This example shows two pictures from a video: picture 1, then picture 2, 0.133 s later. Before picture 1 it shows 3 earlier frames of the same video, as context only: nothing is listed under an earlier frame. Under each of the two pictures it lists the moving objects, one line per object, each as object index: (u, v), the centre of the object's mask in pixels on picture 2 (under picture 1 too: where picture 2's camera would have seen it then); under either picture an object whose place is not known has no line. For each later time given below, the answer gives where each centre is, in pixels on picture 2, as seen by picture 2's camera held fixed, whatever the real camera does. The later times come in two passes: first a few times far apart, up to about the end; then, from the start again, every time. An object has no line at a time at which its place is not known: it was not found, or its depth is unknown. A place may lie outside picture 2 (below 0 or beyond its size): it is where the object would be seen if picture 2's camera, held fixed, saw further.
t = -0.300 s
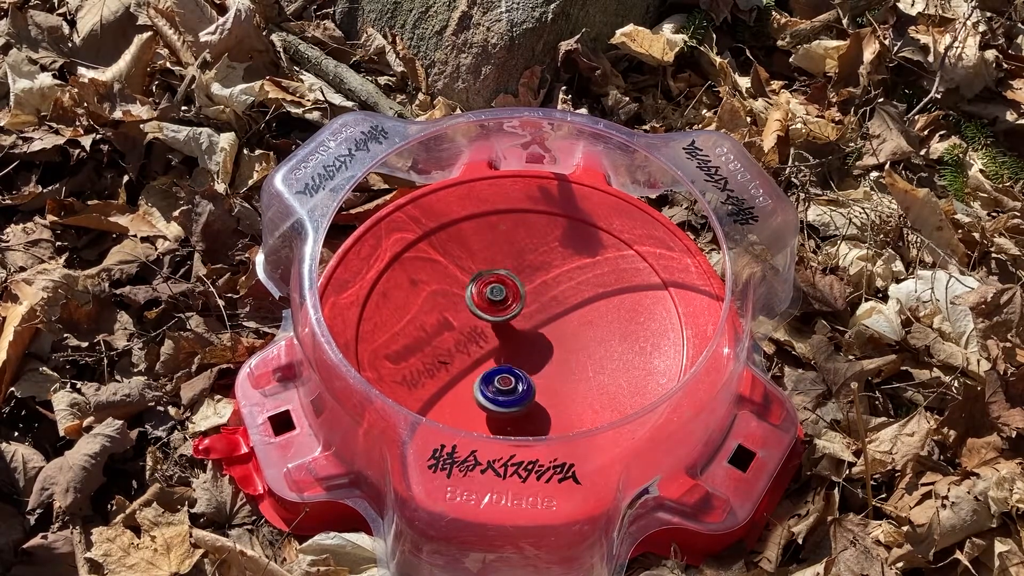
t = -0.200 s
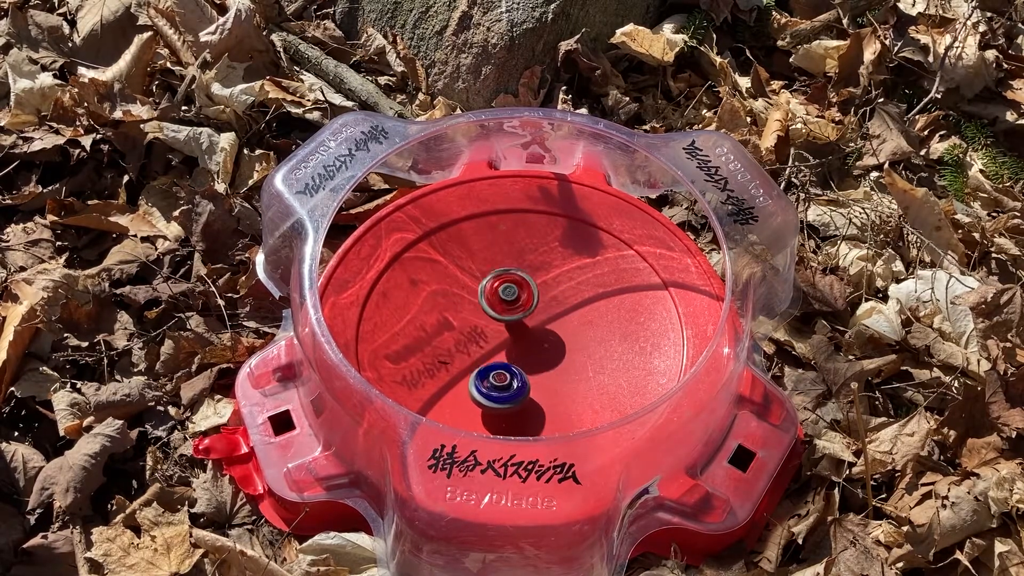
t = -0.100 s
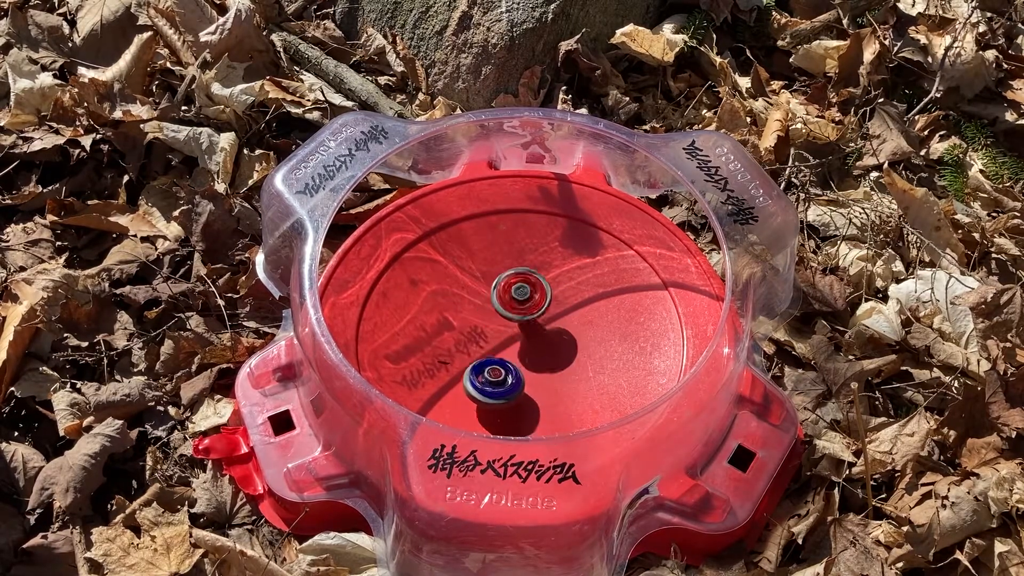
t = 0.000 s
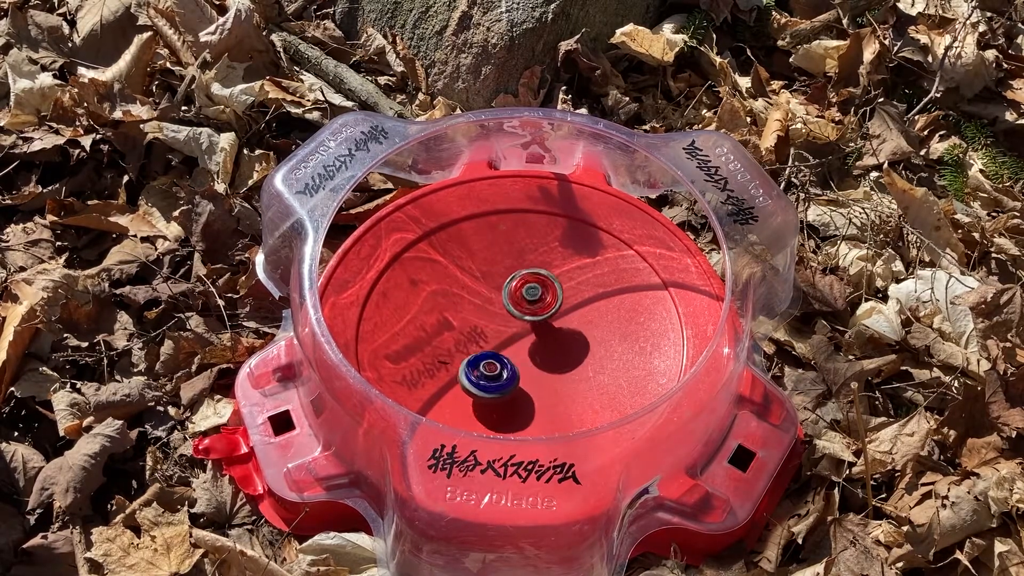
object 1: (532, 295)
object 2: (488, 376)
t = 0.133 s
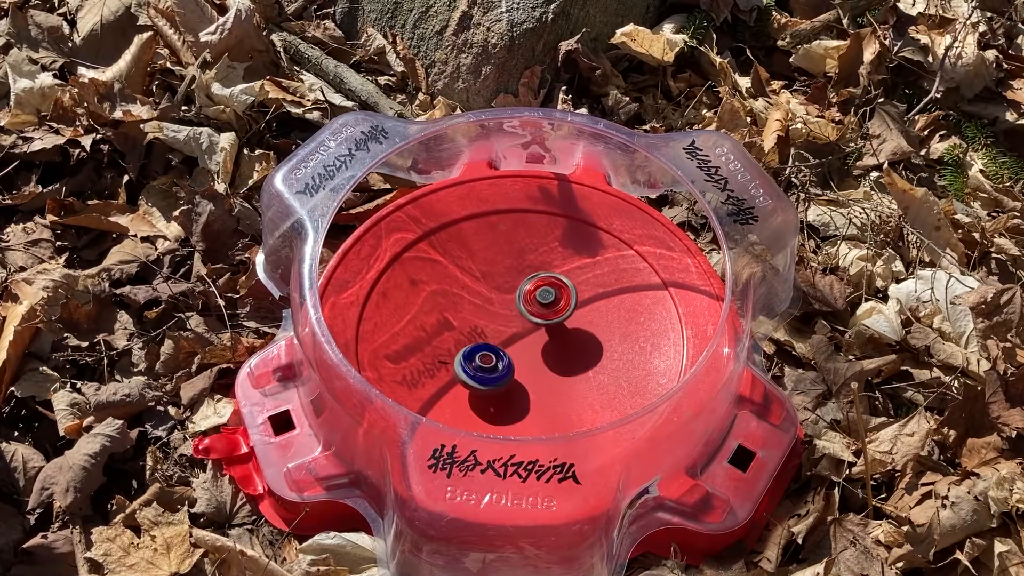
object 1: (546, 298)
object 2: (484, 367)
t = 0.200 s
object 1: (552, 301)
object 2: (482, 363)
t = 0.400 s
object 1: (560, 318)
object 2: (478, 350)
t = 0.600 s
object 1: (563, 340)
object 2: (479, 337)
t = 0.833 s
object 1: (558, 360)
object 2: (483, 321)
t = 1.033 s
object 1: (543, 372)
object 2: (490, 312)
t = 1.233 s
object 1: (521, 373)
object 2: (500, 304)
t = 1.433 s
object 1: (499, 363)
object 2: (514, 301)
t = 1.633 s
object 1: (481, 347)
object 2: (528, 300)
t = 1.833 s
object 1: (473, 329)
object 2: (540, 303)
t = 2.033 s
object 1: (476, 312)
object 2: (549, 308)
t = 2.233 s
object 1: (490, 300)
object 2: (555, 318)
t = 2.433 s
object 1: (513, 295)
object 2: (557, 332)
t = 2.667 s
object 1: (540, 297)
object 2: (557, 350)
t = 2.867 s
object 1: (553, 306)
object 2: (555, 364)
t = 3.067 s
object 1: (557, 318)
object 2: (548, 376)
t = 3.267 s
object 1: (553, 328)
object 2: (541, 380)
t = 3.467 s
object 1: (572, 305)
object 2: (481, 359)
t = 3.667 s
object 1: (565, 270)
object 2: (482, 343)
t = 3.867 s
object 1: (551, 253)
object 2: (482, 336)
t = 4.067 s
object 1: (529, 268)
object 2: (486, 328)
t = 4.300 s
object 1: (563, 275)
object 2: (466, 362)
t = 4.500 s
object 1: (554, 283)
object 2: (487, 364)
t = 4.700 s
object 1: (536, 312)
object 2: (510, 365)
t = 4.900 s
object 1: (557, 286)
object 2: (502, 411)
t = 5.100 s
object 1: (526, 294)
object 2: (517, 412)
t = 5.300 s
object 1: (502, 323)
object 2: (525, 411)
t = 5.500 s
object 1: (492, 354)
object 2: (533, 408)
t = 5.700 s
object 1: (497, 365)
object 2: (543, 399)
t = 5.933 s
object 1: (511, 306)
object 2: (526, 367)
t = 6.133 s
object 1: (451, 260)
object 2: (512, 344)
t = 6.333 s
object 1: (421, 239)
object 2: (502, 323)
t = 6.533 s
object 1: (434, 255)
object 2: (499, 307)
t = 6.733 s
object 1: (460, 277)
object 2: (520, 308)
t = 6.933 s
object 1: (470, 306)
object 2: (548, 305)
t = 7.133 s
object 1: (495, 344)
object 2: (560, 298)
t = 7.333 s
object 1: (530, 374)
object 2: (568, 298)
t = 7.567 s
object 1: (562, 385)
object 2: (571, 306)
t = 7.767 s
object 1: (568, 375)
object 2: (566, 319)
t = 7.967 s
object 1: (549, 369)
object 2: (556, 317)
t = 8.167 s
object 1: (523, 363)
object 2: (538, 324)
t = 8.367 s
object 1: (490, 380)
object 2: (525, 311)
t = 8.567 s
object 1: (476, 368)
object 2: (507, 313)
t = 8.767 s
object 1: (475, 346)
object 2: (496, 308)
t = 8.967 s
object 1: (465, 377)
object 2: (515, 261)
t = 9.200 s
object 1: (503, 385)
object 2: (515, 262)
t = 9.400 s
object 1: (537, 368)
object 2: (516, 267)
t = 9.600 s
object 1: (559, 340)
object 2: (520, 271)
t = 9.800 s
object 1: (564, 312)
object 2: (525, 281)
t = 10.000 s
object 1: (565, 325)
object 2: (524, 296)
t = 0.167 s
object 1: (549, 300)
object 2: (483, 365)
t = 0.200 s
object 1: (552, 301)
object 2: (482, 363)
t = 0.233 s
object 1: (553, 303)
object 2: (481, 361)
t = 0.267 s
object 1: (555, 305)
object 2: (481, 359)
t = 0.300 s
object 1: (557, 308)
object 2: (480, 357)
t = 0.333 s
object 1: (558, 311)
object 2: (479, 355)
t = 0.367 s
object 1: (559, 315)
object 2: (479, 352)
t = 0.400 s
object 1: (560, 318)
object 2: (478, 350)
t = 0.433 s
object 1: (561, 321)
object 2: (478, 347)
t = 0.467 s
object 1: (561, 325)
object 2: (478, 345)
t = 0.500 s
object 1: (561, 329)
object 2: (478, 343)
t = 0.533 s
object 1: (562, 333)
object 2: (478, 341)
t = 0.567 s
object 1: (562, 336)
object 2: (478, 339)
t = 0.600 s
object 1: (563, 340)
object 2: (479, 337)
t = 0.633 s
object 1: (563, 343)
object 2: (479, 334)
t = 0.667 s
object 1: (563, 346)
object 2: (480, 332)
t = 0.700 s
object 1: (563, 350)
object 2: (480, 330)
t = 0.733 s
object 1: (562, 352)
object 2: (481, 328)
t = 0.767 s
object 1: (561, 355)
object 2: (482, 325)
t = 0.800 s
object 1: (560, 358)
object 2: (482, 324)
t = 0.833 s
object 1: (558, 360)
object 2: (483, 321)
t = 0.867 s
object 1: (556, 363)
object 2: (484, 320)
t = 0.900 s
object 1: (554, 365)
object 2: (485, 318)
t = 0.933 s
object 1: (552, 367)
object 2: (486, 317)
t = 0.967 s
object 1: (549, 369)
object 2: (488, 315)
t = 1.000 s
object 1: (546, 370)
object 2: (489, 313)
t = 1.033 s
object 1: (543, 372)
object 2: (490, 312)
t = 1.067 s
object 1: (540, 373)
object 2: (492, 310)
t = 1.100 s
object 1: (536, 374)
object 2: (493, 309)
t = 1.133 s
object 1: (533, 374)
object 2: (495, 308)
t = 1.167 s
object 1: (529, 374)
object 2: (496, 306)
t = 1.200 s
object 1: (525, 374)
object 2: (498, 305)
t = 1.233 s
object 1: (521, 373)
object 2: (500, 304)
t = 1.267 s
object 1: (517, 372)
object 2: (502, 303)
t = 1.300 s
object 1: (513, 370)
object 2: (504, 303)
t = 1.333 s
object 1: (510, 368)
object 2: (507, 302)
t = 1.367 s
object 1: (506, 367)
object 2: (509, 302)
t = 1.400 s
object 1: (502, 365)
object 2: (512, 301)
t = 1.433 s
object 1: (499, 363)
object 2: (514, 301)
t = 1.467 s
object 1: (496, 360)
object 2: (517, 301)
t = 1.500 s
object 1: (492, 358)
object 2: (519, 300)
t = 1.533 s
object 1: (489, 355)
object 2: (521, 300)
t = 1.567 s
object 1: (486, 352)
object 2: (523, 300)
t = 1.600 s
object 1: (483, 349)
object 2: (526, 300)
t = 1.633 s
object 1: (481, 347)
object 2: (528, 300)
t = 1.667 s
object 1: (479, 344)
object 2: (530, 300)
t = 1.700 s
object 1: (478, 341)
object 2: (532, 300)
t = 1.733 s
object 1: (476, 338)
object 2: (534, 301)
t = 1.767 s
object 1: (475, 335)
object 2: (536, 301)
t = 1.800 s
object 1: (474, 332)
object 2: (538, 302)
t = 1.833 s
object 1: (473, 329)
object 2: (540, 303)
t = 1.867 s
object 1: (473, 326)
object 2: (542, 303)
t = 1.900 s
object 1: (473, 323)
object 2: (543, 304)
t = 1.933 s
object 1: (473, 320)
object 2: (545, 305)
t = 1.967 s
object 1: (474, 317)
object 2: (546, 306)
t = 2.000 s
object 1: (475, 315)
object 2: (548, 307)
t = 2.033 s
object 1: (476, 312)
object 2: (549, 308)
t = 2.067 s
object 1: (477, 309)
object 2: (550, 309)
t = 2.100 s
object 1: (479, 307)
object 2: (551, 311)
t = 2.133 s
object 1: (482, 305)
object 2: (552, 313)
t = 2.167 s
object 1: (484, 303)
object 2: (553, 314)
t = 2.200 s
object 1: (487, 301)
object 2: (554, 317)
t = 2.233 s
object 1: (490, 300)
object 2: (555, 318)
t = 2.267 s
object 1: (494, 299)
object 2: (555, 320)
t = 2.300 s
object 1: (497, 298)
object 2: (556, 322)
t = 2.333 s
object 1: (501, 297)
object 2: (556, 325)
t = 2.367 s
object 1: (505, 296)
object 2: (557, 327)
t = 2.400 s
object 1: (509, 296)
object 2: (557, 329)
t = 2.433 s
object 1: (513, 295)
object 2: (557, 332)
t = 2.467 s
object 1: (517, 295)
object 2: (558, 336)
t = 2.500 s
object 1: (521, 295)
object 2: (557, 338)
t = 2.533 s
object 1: (525, 295)
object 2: (557, 341)
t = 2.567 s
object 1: (529, 295)
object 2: (557, 343)
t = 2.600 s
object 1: (532, 295)
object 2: (557, 346)
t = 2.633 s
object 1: (536, 296)
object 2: (557, 348)
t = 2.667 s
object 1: (540, 297)
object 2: (557, 350)
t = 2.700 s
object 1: (543, 297)
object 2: (557, 353)
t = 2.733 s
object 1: (546, 298)
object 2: (557, 355)
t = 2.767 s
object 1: (548, 300)
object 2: (556, 358)
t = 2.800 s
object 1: (550, 301)
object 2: (556, 360)
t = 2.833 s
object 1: (552, 304)
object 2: (555, 362)
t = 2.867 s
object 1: (553, 306)
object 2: (555, 364)
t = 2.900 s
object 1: (555, 309)
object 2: (554, 366)
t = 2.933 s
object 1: (556, 313)
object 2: (553, 368)
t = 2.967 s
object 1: (557, 315)
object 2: (552, 370)
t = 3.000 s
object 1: (557, 316)
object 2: (551, 372)
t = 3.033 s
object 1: (557, 317)
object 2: (550, 373)
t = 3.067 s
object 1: (557, 318)
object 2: (548, 376)
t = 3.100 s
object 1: (556, 321)
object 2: (547, 377)
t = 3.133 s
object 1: (555, 323)
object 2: (546, 378)
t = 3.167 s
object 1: (554, 325)
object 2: (544, 379)
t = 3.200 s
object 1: (554, 327)
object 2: (542, 379)
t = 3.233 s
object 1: (553, 329)
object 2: (541, 380)
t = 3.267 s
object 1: (553, 328)
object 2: (541, 380)
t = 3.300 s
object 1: (554, 328)
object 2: (537, 379)
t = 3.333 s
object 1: (559, 321)
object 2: (527, 379)
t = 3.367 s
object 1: (566, 318)
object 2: (510, 370)
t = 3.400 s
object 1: (571, 316)
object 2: (494, 370)
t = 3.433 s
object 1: (572, 309)
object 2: (485, 365)
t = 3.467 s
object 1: (572, 305)
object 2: (481, 359)
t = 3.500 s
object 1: (572, 301)
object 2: (479, 354)
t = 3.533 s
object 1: (572, 295)
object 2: (480, 350)
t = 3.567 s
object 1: (570, 288)
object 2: (482, 347)
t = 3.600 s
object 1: (569, 282)
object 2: (483, 345)
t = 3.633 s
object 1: (567, 275)
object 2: (483, 344)
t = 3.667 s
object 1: (565, 270)
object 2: (482, 343)
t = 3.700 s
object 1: (562, 265)
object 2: (482, 342)
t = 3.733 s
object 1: (560, 261)
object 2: (482, 340)
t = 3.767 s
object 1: (558, 257)
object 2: (482, 339)
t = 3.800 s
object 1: (556, 255)
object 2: (482, 338)
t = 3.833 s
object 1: (553, 253)
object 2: (482, 337)
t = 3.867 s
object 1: (551, 253)
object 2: (482, 336)
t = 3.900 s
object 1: (548, 253)
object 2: (482, 335)
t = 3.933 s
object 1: (545, 254)
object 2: (483, 333)
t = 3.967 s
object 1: (541, 256)
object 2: (484, 332)
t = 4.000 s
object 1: (537, 259)
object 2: (484, 331)
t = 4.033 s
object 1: (533, 263)
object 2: (485, 330)
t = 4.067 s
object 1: (529, 268)
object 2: (486, 328)
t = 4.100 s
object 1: (525, 274)
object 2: (487, 327)
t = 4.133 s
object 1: (521, 280)
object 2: (489, 326)
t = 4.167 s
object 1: (529, 274)
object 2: (481, 333)
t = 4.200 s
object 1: (538, 272)
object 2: (473, 343)
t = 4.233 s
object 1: (550, 272)
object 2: (468, 352)
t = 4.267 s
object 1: (559, 273)
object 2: (465, 359)
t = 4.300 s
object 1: (563, 275)
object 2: (466, 362)
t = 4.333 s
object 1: (563, 276)
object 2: (469, 363)
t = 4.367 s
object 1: (562, 277)
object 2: (473, 363)
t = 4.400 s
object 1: (560, 277)
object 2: (477, 363)
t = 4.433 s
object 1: (558, 278)
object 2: (480, 363)
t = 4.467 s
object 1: (557, 280)
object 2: (483, 364)
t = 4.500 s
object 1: (554, 283)
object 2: (487, 364)
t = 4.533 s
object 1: (552, 286)
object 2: (491, 364)
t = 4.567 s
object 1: (548, 290)
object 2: (495, 364)
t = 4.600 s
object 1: (545, 295)
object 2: (499, 364)
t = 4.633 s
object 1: (542, 301)
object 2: (503, 364)
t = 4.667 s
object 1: (539, 308)
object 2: (507, 363)
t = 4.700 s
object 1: (536, 312)
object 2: (510, 365)
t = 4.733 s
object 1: (547, 301)
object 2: (500, 382)
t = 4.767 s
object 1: (558, 294)
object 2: (492, 394)
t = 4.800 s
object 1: (564, 290)
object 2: (490, 404)
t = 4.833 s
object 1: (564, 288)
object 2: (493, 409)
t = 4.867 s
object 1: (561, 287)
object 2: (498, 410)
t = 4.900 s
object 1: (557, 286)
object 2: (502, 411)
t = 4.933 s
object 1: (552, 285)
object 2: (506, 412)
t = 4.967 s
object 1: (547, 285)
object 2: (509, 412)
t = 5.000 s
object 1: (542, 286)
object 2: (512, 412)
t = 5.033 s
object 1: (536, 288)
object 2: (514, 412)
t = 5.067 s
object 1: (531, 290)
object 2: (516, 412)
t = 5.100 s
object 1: (526, 294)
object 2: (517, 412)
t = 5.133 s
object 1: (521, 298)
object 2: (519, 412)
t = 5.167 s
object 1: (517, 302)
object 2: (520, 412)
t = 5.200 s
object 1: (512, 306)
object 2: (521, 412)
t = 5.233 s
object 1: (509, 312)
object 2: (523, 412)
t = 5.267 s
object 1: (505, 317)
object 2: (524, 411)
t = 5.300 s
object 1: (502, 323)
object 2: (525, 411)
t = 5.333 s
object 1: (499, 328)
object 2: (527, 410)
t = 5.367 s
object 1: (497, 334)
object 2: (528, 409)
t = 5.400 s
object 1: (495, 339)
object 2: (529, 408)
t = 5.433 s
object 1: (493, 344)
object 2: (530, 408)
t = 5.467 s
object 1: (493, 350)
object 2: (531, 408)
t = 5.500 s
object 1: (492, 354)
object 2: (533, 408)
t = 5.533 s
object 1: (492, 359)
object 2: (534, 407)
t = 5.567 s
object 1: (493, 364)
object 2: (536, 406)
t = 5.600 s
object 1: (493, 367)
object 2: (538, 405)
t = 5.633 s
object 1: (494, 370)
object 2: (540, 404)
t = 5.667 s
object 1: (495, 370)
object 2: (541, 400)
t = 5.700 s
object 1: (497, 365)
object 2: (543, 399)
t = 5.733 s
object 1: (501, 360)
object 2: (544, 396)
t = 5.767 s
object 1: (506, 354)
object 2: (543, 392)
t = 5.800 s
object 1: (512, 344)
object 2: (540, 387)
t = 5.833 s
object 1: (517, 332)
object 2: (537, 381)
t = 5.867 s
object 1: (520, 323)
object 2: (533, 376)
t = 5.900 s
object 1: (517, 313)
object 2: (530, 372)
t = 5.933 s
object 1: (511, 306)
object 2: (526, 367)
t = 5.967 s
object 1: (502, 297)
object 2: (524, 363)
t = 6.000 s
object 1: (490, 288)
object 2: (521, 359)
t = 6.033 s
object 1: (479, 280)
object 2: (519, 356)
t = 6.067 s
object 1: (469, 273)
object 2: (516, 352)
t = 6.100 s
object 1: (460, 266)
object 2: (514, 348)
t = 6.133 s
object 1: (451, 260)
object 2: (512, 344)
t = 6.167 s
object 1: (444, 254)
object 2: (510, 340)
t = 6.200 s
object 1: (437, 249)
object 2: (508, 336)
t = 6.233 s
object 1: (432, 245)
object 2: (506, 332)
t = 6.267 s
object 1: (427, 242)
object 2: (504, 329)
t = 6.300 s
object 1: (424, 240)
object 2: (503, 326)
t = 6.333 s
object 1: (421, 239)
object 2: (502, 323)
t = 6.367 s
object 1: (421, 239)
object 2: (501, 320)
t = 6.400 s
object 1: (421, 241)
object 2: (500, 316)
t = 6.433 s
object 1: (421, 244)
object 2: (500, 314)
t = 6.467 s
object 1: (424, 247)
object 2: (499, 311)
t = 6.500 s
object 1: (428, 251)
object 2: (499, 308)
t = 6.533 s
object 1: (434, 255)
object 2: (499, 307)
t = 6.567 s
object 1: (440, 259)
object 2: (499, 305)
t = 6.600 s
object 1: (447, 264)
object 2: (499, 303)
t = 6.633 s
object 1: (454, 268)
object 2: (500, 302)
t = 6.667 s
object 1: (453, 269)
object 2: (509, 305)
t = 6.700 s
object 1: (455, 272)
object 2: (515, 307)
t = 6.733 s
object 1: (460, 277)
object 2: (520, 308)
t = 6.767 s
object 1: (467, 282)
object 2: (522, 308)
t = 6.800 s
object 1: (473, 288)
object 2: (524, 307)
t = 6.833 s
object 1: (474, 291)
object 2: (531, 305)
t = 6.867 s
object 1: (472, 298)
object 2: (540, 304)
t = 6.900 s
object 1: (470, 303)
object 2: (545, 305)
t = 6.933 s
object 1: (470, 306)
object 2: (548, 305)
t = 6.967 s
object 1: (473, 312)
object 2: (550, 304)
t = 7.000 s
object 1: (476, 318)
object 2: (553, 302)
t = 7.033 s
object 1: (480, 324)
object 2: (555, 301)
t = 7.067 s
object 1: (484, 330)
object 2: (557, 299)
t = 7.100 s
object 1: (489, 337)
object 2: (559, 298)
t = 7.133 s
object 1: (495, 344)
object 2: (560, 298)
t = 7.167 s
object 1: (500, 351)
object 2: (561, 298)
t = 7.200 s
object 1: (506, 356)
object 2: (563, 297)
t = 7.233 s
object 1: (512, 361)
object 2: (564, 297)
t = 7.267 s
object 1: (518, 366)
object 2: (565, 297)
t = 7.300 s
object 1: (524, 370)
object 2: (567, 297)
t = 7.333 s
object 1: (530, 374)
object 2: (568, 298)
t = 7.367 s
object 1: (535, 377)
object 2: (570, 298)
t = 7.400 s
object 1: (541, 379)
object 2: (571, 299)
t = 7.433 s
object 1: (545, 382)
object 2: (571, 300)
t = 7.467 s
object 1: (550, 383)
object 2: (572, 301)
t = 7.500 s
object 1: (555, 384)
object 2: (572, 303)
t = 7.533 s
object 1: (558, 385)
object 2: (572, 304)
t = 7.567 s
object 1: (562, 385)
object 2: (571, 306)
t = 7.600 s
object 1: (564, 384)
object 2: (571, 308)
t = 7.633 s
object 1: (566, 383)
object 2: (570, 310)
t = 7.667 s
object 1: (567, 382)
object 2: (569, 312)
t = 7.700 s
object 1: (568, 380)
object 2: (568, 315)
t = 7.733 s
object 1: (568, 378)
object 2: (567, 317)
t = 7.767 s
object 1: (568, 375)
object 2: (566, 319)
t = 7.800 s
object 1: (567, 372)
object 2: (565, 322)
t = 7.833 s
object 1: (566, 368)
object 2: (564, 323)
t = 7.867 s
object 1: (564, 364)
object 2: (562, 323)
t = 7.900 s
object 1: (559, 367)
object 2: (560, 321)
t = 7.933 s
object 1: (554, 370)
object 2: (559, 318)
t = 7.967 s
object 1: (549, 369)
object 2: (556, 317)
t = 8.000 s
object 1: (545, 369)
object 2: (552, 317)
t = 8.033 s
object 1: (540, 368)
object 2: (549, 319)
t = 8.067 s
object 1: (536, 367)
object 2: (546, 320)
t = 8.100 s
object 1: (531, 366)
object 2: (543, 322)
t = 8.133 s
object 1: (527, 365)
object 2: (541, 324)
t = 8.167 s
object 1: (523, 363)
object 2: (538, 324)
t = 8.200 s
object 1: (514, 371)
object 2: (537, 318)
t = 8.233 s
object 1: (506, 377)
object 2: (537, 313)
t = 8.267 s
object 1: (501, 379)
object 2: (535, 310)
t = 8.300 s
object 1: (497, 380)
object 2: (532, 310)
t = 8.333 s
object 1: (493, 380)
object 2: (528, 311)
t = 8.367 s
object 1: (490, 380)
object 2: (525, 311)
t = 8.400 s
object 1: (487, 379)
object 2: (522, 311)
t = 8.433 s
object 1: (484, 378)
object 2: (519, 312)
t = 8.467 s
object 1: (482, 376)
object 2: (516, 312)
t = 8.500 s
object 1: (479, 374)
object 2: (513, 312)
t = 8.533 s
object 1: (478, 371)
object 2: (510, 312)
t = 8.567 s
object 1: (476, 368)
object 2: (507, 313)
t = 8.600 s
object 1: (476, 364)
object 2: (505, 312)
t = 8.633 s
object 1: (475, 360)
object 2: (502, 312)
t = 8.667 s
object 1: (475, 356)
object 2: (500, 313)
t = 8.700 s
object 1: (475, 351)
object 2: (498, 312)
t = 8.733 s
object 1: (476, 347)
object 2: (496, 310)
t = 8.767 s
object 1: (475, 346)
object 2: (496, 308)
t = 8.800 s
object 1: (475, 344)
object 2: (497, 306)
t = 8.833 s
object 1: (476, 341)
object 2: (496, 305)
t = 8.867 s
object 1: (470, 353)
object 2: (502, 292)
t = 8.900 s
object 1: (465, 365)
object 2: (510, 278)
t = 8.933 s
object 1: (463, 373)
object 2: (514, 268)
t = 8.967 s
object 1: (465, 377)
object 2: (515, 261)
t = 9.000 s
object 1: (469, 380)
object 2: (514, 258)
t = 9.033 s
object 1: (474, 382)
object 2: (514, 258)
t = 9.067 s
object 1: (479, 384)
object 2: (514, 259)
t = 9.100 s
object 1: (485, 385)
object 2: (514, 259)
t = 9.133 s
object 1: (491, 386)
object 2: (514, 261)
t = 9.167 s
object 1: (497, 385)
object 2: (514, 262)
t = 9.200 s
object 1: (503, 385)
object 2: (515, 262)
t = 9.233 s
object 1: (509, 383)
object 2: (515, 263)
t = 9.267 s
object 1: (515, 381)
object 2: (515, 265)
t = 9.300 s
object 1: (521, 378)
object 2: (515, 266)
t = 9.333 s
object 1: (526, 375)
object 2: (515, 266)
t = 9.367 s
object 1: (532, 372)
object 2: (516, 267)
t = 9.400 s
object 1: (537, 368)
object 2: (516, 267)
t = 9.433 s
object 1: (541, 364)
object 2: (516, 268)
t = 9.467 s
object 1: (546, 359)
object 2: (517, 269)
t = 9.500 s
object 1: (550, 354)
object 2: (518, 269)
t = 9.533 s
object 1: (553, 350)
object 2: (518, 270)
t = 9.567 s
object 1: (556, 345)
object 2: (519, 270)
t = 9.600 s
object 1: (559, 340)
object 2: (520, 271)
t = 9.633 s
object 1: (561, 335)
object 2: (522, 273)
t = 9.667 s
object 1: (563, 330)
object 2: (523, 275)
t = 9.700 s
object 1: (564, 325)
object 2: (524, 276)
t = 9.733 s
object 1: (564, 320)
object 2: (525, 278)
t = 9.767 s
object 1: (564, 316)
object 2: (525, 279)
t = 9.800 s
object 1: (564, 312)
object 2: (525, 281)
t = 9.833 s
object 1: (563, 307)
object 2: (525, 282)
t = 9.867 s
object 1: (562, 304)
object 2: (523, 283)
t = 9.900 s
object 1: (561, 304)
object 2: (523, 287)
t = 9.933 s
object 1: (564, 312)
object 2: (523, 290)
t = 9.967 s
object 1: (566, 319)
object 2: (524, 293)
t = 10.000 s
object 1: (565, 325)
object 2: (524, 296)
